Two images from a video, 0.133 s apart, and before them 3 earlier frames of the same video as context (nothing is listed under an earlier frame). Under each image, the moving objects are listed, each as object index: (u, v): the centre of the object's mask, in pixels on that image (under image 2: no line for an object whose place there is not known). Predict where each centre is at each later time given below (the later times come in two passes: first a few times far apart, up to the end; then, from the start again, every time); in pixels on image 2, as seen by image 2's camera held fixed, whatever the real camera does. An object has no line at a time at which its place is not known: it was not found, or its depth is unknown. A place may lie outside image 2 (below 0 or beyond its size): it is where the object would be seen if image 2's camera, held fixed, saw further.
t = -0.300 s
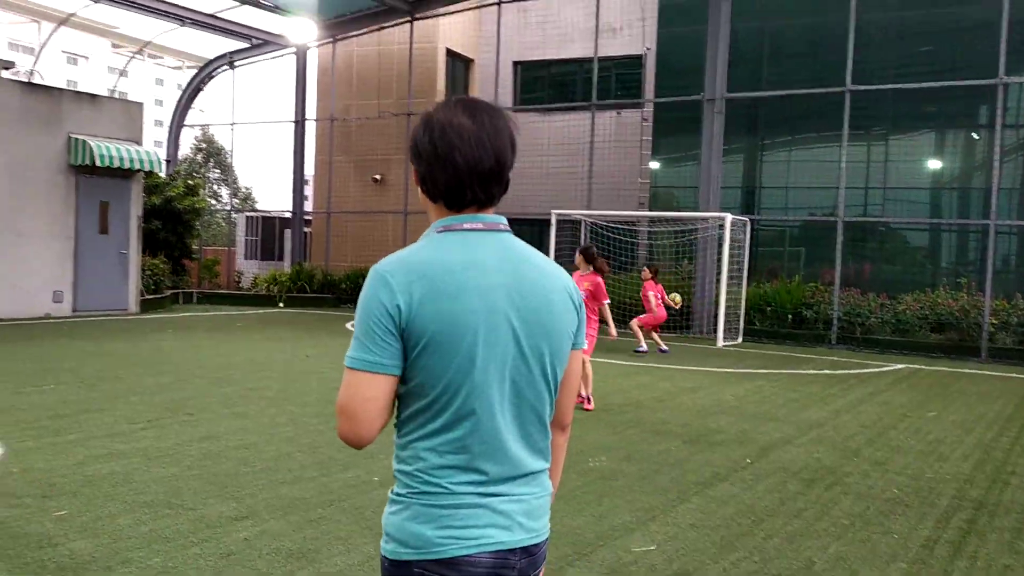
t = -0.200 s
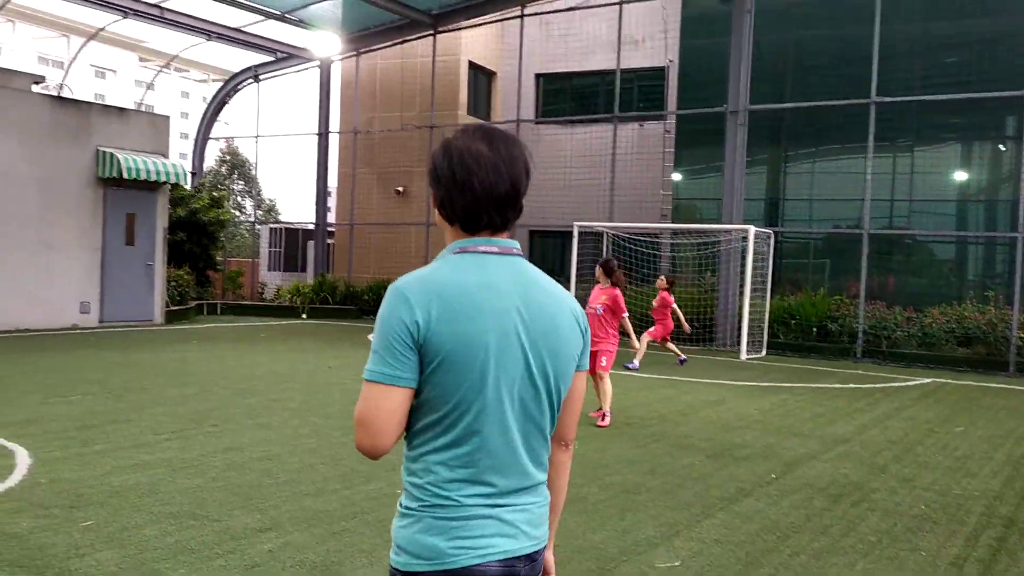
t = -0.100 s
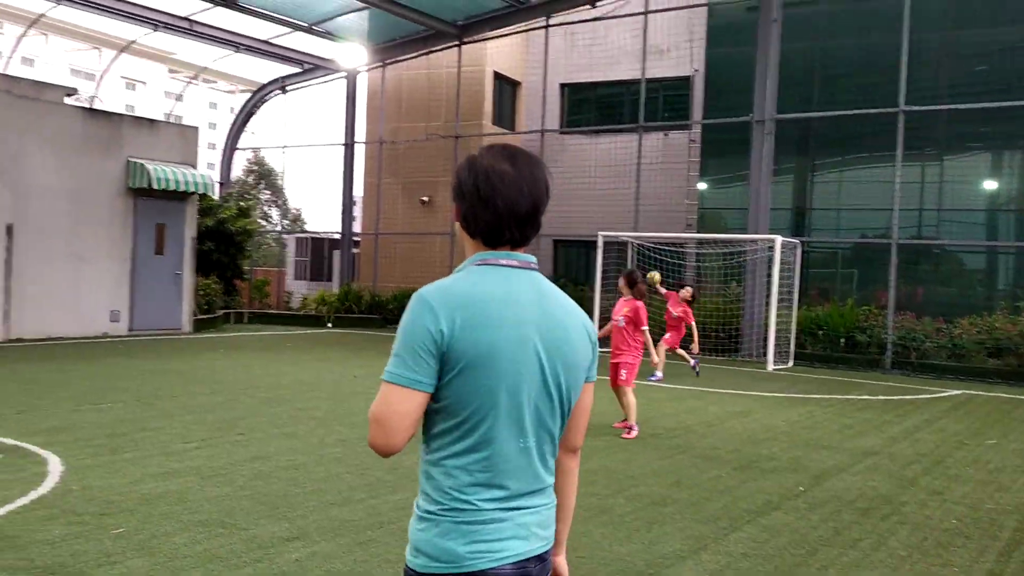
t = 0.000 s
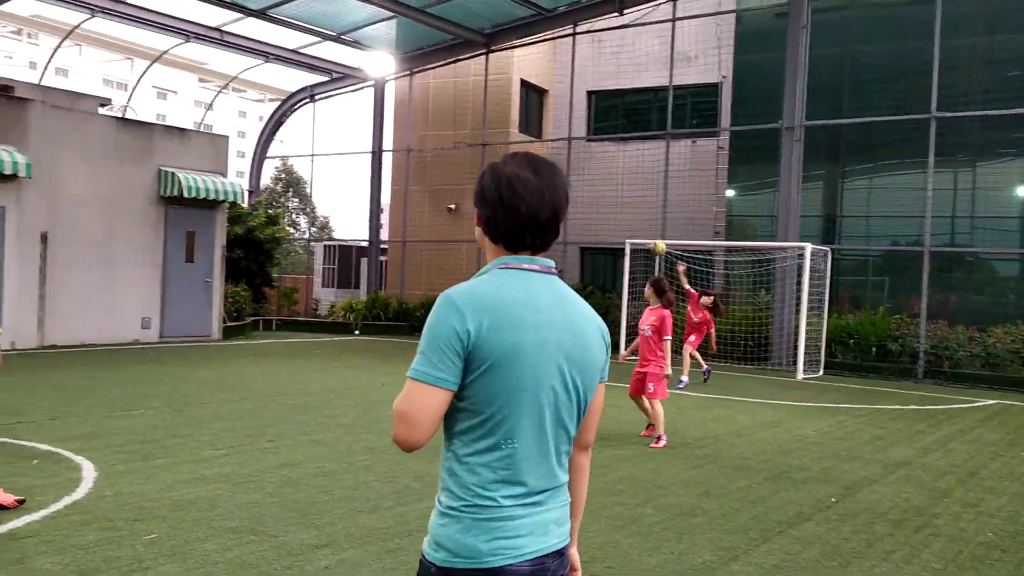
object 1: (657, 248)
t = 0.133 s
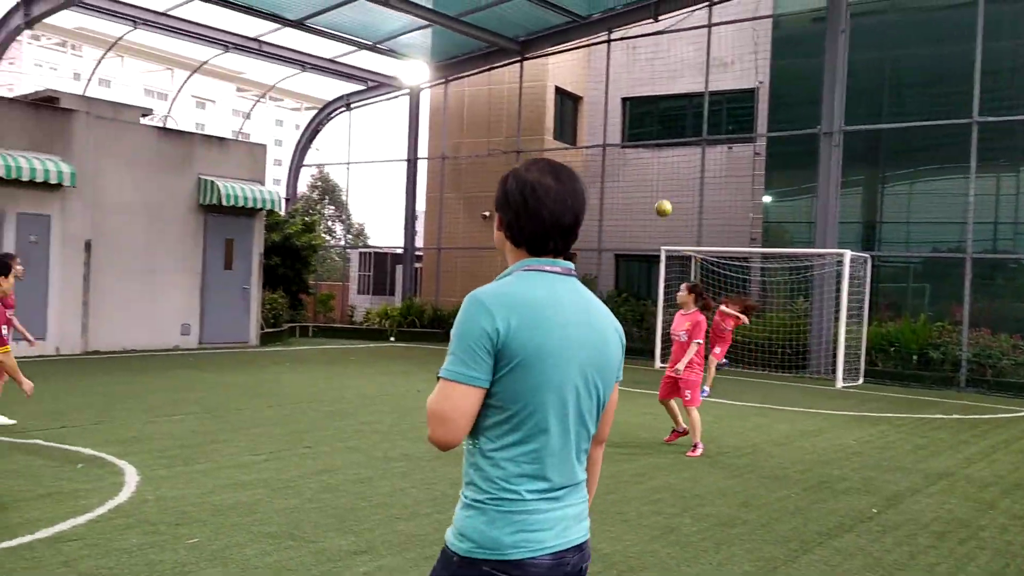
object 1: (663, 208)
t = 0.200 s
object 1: (647, 188)
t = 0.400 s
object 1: (581, 138)
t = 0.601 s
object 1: (485, 119)
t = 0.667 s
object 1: (444, 123)
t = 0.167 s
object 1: (655, 197)
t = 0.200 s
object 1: (647, 188)
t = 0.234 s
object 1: (637, 178)
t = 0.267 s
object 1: (627, 169)
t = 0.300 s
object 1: (616, 160)
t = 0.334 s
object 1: (605, 152)
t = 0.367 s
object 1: (593, 145)
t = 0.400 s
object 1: (581, 138)
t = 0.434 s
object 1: (568, 134)
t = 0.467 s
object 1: (553, 128)
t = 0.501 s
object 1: (538, 125)
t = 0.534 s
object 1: (522, 121)
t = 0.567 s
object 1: (504, 120)
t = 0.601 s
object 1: (485, 119)
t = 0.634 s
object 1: (464, 120)
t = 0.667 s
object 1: (444, 123)
